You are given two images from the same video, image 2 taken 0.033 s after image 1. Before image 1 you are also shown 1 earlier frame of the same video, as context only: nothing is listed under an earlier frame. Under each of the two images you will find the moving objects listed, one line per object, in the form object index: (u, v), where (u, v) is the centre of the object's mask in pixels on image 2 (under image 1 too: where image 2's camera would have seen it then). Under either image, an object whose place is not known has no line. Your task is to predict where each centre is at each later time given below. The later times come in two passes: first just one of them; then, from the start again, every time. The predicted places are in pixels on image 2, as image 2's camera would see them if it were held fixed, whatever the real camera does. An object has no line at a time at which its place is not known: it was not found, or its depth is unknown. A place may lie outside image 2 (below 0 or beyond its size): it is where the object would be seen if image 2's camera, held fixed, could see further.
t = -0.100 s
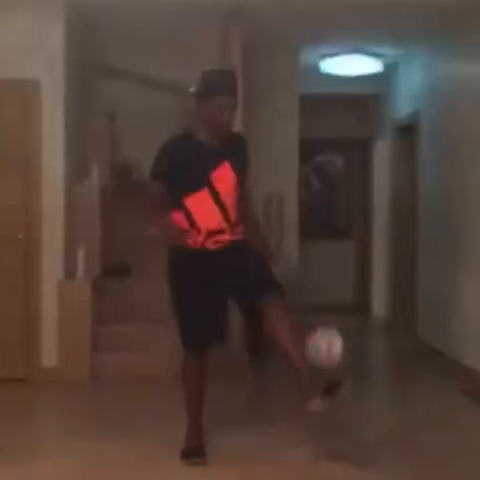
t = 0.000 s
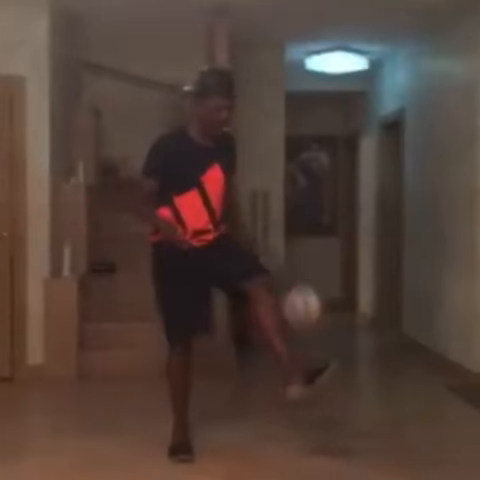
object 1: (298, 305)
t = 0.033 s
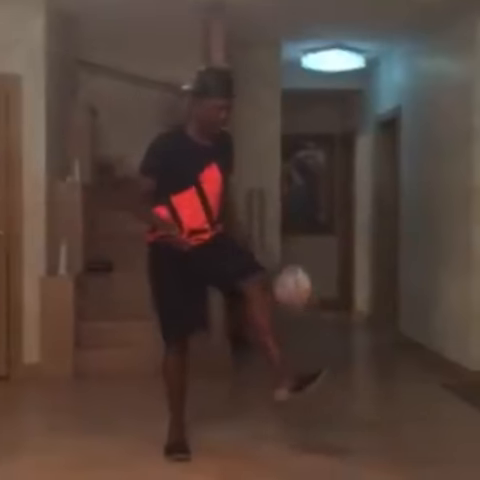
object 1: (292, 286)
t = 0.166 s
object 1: (274, 243)
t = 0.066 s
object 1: (288, 271)
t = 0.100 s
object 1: (283, 261)
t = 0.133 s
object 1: (279, 251)
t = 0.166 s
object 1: (274, 243)
